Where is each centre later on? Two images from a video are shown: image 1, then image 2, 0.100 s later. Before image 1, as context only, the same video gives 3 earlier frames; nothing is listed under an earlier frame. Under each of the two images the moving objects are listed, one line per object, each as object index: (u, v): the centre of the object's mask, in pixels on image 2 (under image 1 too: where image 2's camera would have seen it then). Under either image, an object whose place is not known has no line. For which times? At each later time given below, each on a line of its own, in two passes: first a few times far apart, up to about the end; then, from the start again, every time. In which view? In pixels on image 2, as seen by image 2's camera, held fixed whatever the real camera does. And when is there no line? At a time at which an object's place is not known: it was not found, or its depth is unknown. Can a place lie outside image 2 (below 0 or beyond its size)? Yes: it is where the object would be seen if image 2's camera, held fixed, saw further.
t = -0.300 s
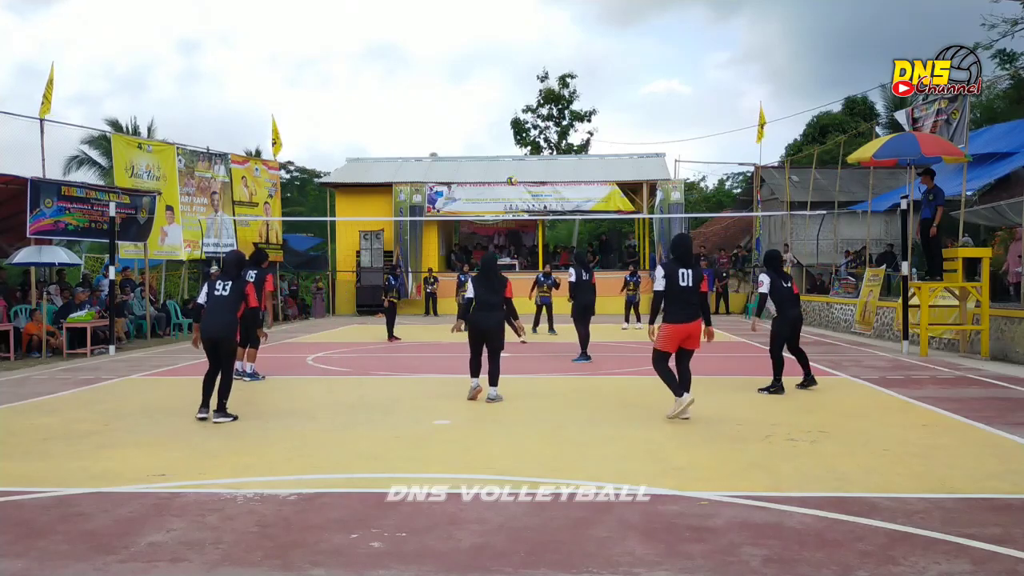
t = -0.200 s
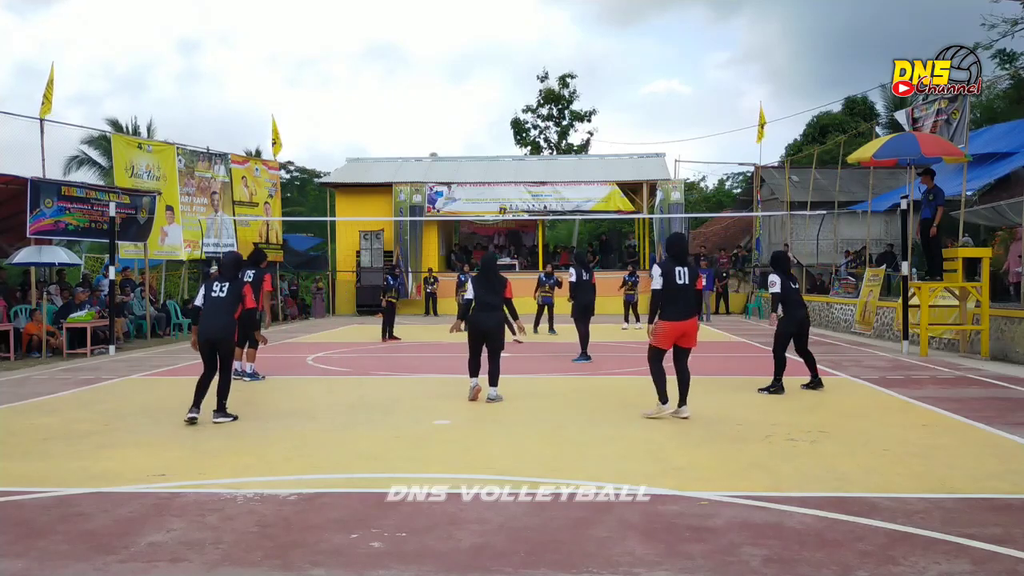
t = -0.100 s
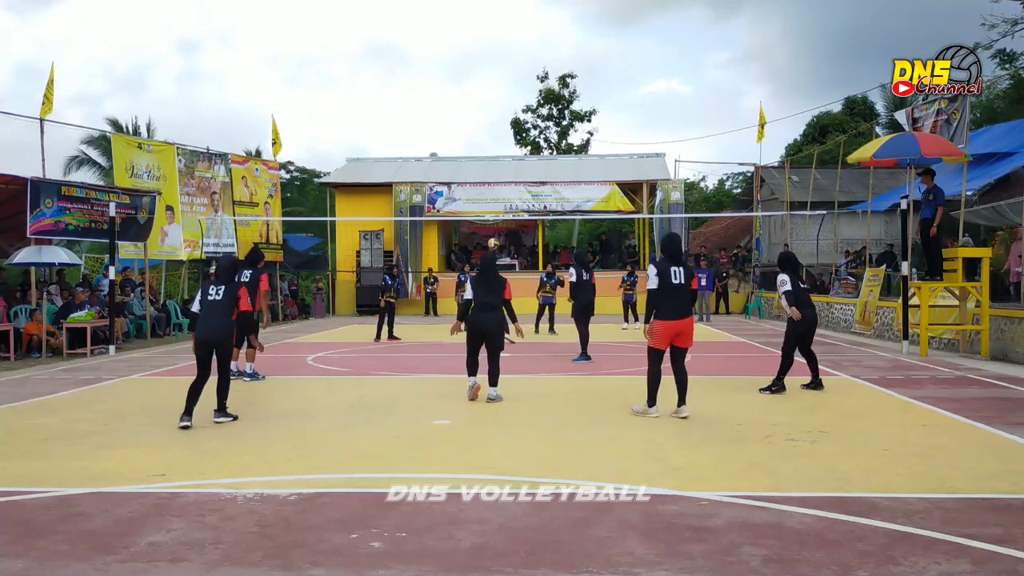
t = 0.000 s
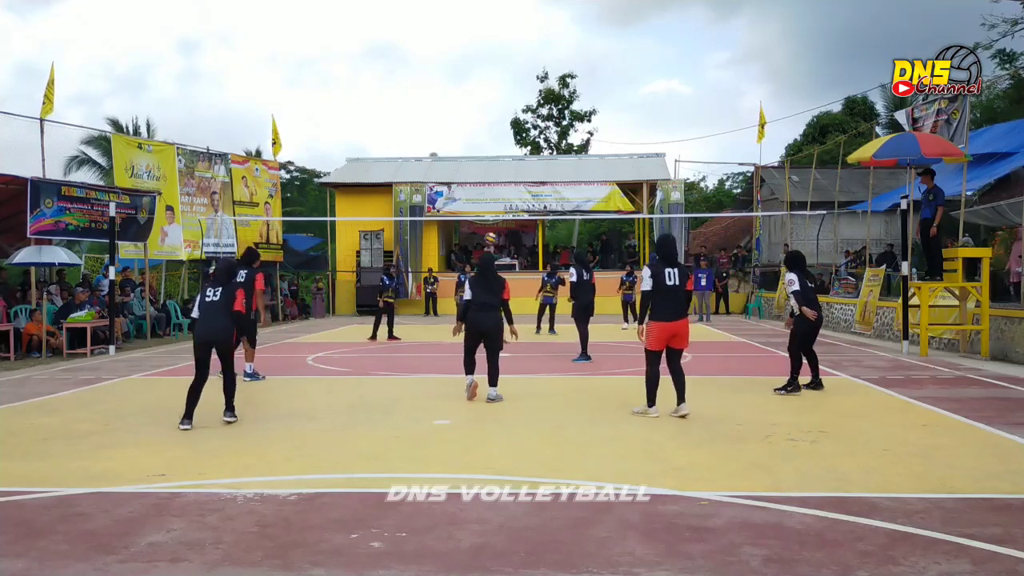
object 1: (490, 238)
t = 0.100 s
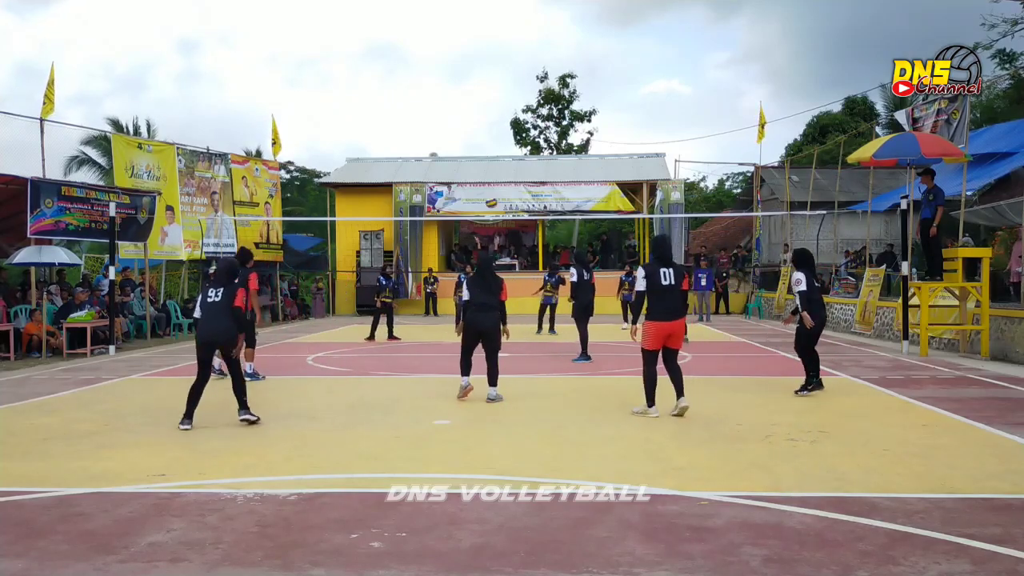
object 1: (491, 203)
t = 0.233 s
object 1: (492, 160)
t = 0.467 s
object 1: (495, 102)
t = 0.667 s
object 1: (498, 75)
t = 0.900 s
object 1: (501, 77)
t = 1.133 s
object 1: (507, 129)
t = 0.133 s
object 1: (491, 190)
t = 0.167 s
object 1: (492, 180)
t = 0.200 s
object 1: (492, 170)
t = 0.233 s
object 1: (492, 160)
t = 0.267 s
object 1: (493, 150)
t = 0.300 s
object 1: (493, 141)
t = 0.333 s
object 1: (493, 132)
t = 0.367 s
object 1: (494, 124)
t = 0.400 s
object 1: (494, 116)
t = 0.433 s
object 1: (495, 109)
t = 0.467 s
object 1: (495, 102)
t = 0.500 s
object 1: (495, 96)
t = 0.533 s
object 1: (496, 90)
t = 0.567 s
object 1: (496, 86)
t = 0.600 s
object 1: (497, 81)
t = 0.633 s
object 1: (497, 78)
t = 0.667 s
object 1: (498, 75)
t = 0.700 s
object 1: (498, 72)
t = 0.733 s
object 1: (498, 71)
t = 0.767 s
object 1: (499, 70)
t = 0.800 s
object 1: (500, 71)
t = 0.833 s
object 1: (500, 72)
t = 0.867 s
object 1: (501, 74)
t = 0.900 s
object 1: (501, 77)
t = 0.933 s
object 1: (502, 81)
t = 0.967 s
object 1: (503, 86)
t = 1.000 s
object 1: (504, 92)
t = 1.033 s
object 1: (504, 99)
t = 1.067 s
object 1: (506, 108)
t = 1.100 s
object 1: (506, 118)
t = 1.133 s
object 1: (507, 129)
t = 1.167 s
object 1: (508, 142)
